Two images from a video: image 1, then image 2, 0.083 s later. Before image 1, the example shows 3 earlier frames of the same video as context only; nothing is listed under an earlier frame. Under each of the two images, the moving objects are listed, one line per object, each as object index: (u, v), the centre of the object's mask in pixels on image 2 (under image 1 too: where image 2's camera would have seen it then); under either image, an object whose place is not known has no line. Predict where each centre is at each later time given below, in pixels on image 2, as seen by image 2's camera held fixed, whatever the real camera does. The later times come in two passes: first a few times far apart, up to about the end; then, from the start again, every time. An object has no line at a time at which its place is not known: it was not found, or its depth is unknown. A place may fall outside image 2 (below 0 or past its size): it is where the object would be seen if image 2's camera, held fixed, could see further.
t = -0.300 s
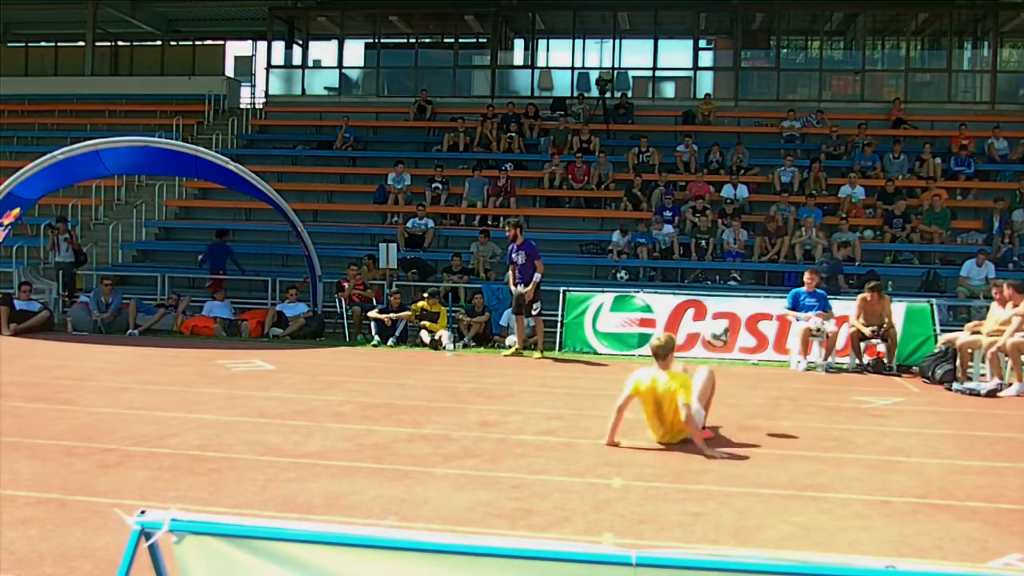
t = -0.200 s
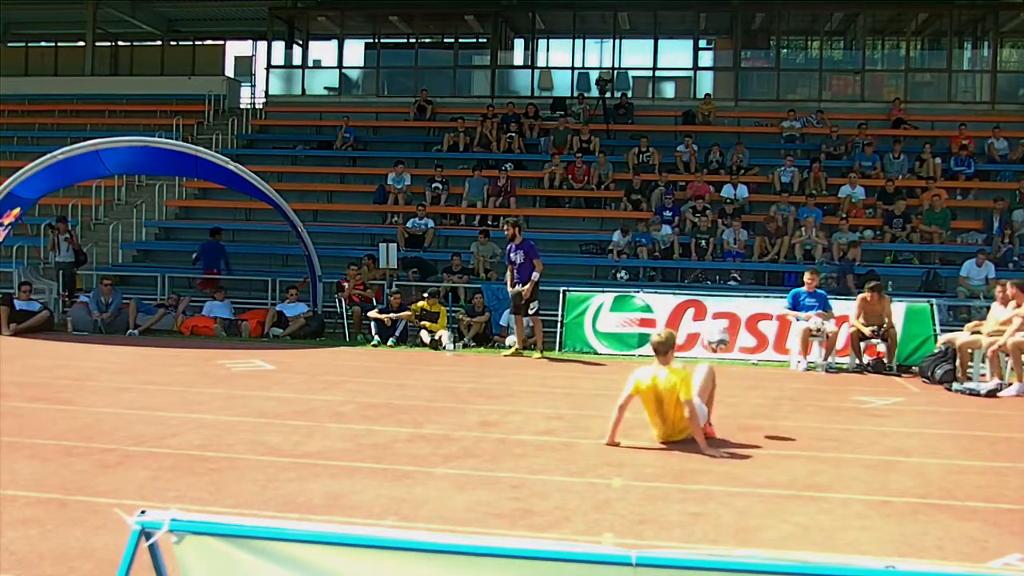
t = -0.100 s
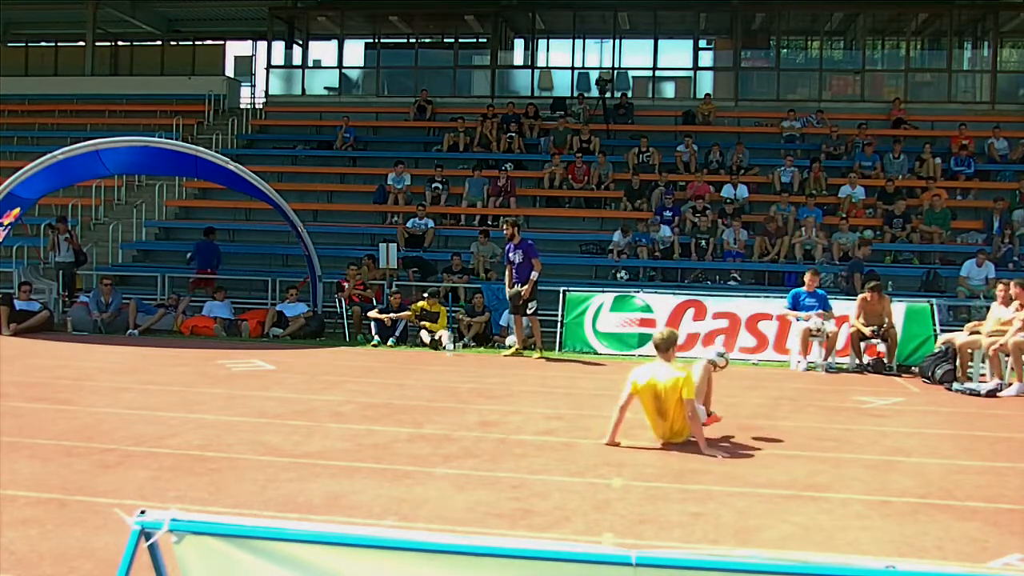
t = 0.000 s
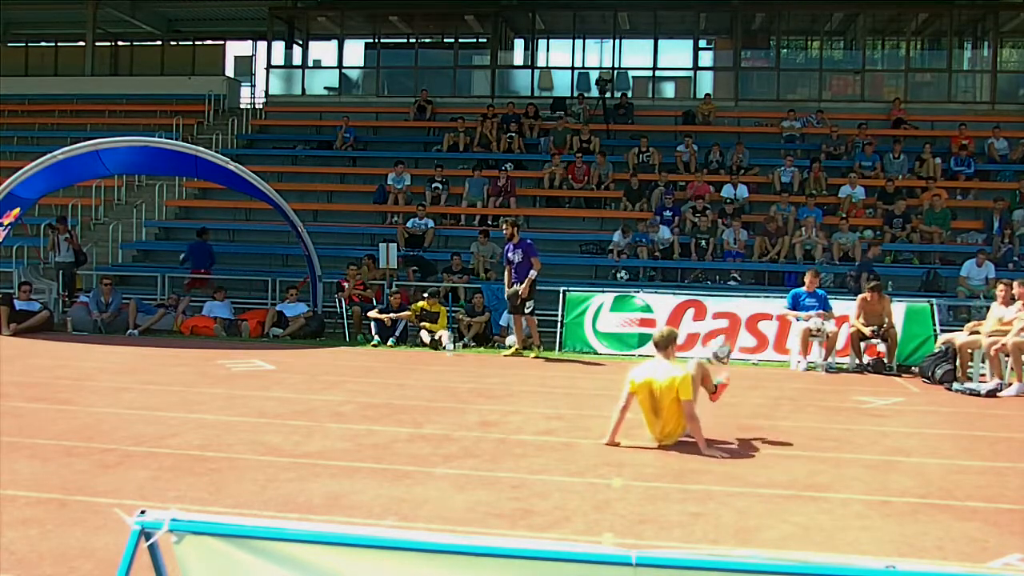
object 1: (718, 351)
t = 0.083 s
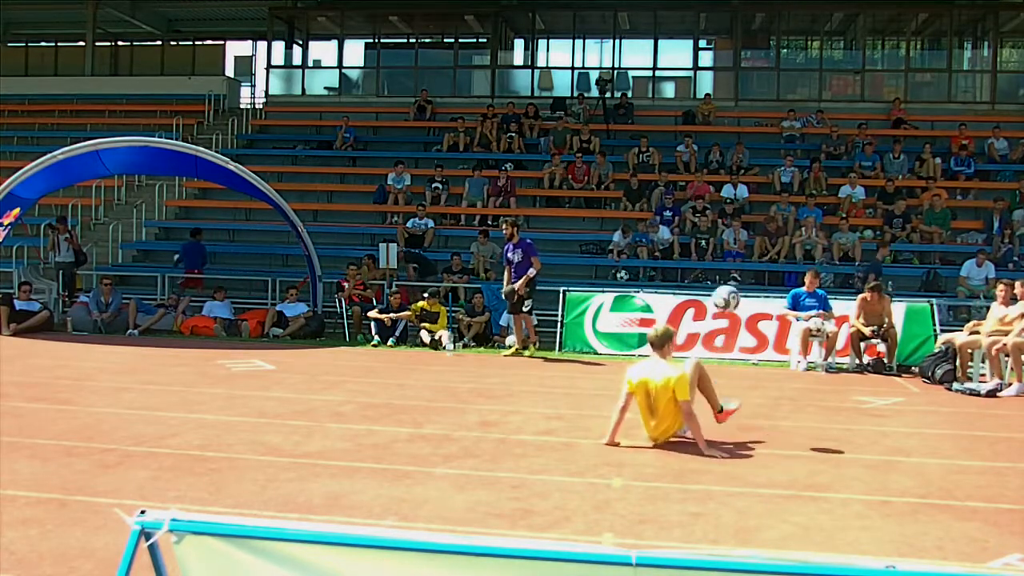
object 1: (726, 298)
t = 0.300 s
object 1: (745, 195)
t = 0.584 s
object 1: (766, 144)
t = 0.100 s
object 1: (727, 288)
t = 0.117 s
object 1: (729, 280)
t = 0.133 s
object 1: (730, 271)
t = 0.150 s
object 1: (732, 262)
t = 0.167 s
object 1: (734, 253)
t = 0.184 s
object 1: (735, 244)
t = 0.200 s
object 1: (736, 237)
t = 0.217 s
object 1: (738, 230)
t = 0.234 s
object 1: (740, 222)
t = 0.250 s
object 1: (741, 215)
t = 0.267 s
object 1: (743, 208)
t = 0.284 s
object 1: (744, 202)
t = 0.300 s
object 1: (745, 195)
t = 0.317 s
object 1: (746, 189)
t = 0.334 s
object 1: (747, 184)
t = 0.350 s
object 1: (749, 179)
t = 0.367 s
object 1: (751, 174)
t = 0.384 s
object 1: (752, 170)
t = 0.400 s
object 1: (753, 165)
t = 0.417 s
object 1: (754, 162)
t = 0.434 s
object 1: (756, 159)
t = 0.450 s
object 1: (757, 156)
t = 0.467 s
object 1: (758, 153)
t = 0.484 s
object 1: (759, 150)
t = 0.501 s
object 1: (761, 149)
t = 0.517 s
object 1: (762, 147)
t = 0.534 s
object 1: (763, 146)
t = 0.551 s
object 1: (764, 145)
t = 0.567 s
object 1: (765, 144)
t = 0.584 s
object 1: (766, 144)
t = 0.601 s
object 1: (767, 144)
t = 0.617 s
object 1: (768, 145)
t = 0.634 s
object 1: (770, 146)
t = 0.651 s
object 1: (771, 147)
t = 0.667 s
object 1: (772, 149)
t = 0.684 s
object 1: (773, 151)
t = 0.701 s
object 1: (774, 153)
